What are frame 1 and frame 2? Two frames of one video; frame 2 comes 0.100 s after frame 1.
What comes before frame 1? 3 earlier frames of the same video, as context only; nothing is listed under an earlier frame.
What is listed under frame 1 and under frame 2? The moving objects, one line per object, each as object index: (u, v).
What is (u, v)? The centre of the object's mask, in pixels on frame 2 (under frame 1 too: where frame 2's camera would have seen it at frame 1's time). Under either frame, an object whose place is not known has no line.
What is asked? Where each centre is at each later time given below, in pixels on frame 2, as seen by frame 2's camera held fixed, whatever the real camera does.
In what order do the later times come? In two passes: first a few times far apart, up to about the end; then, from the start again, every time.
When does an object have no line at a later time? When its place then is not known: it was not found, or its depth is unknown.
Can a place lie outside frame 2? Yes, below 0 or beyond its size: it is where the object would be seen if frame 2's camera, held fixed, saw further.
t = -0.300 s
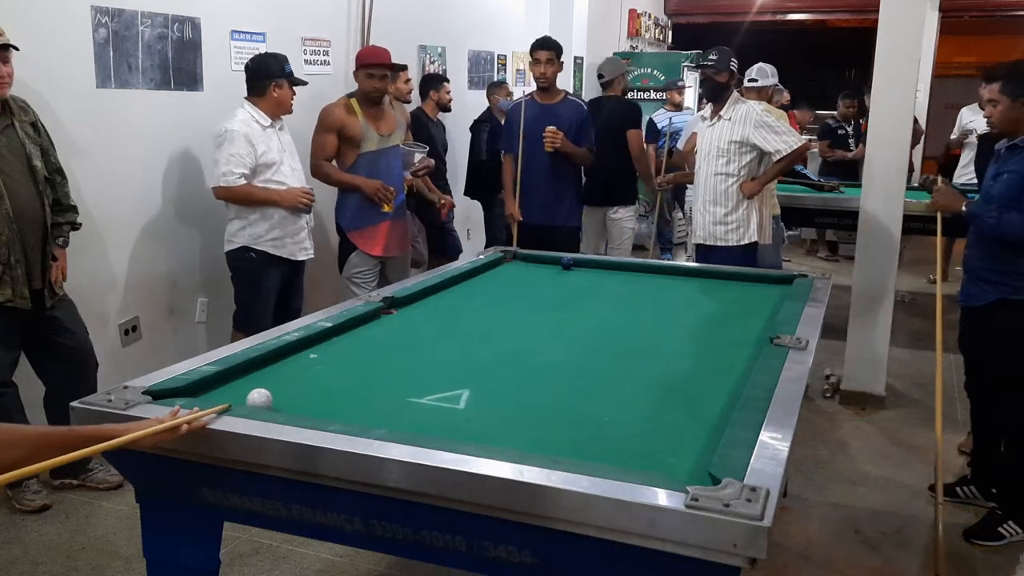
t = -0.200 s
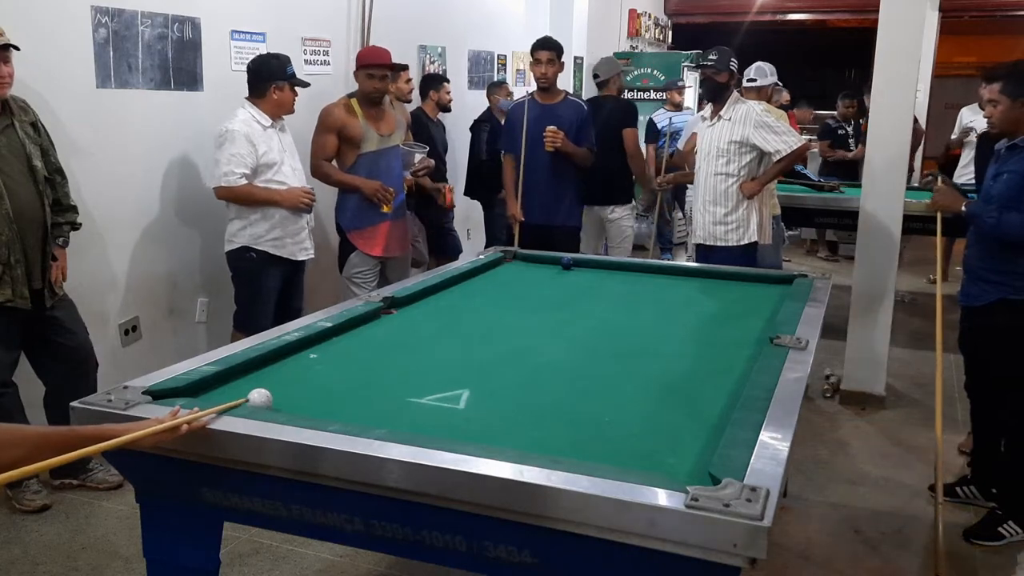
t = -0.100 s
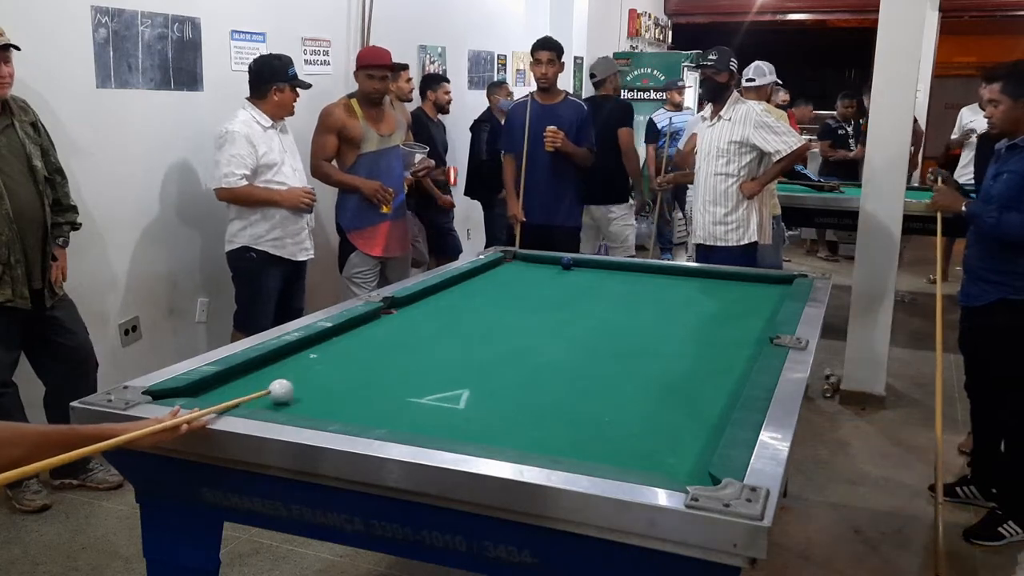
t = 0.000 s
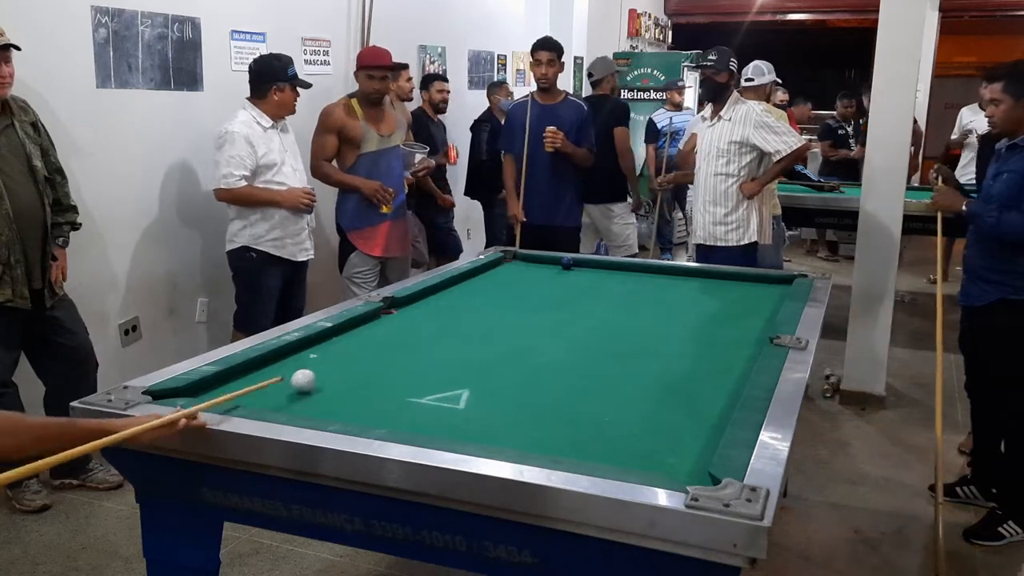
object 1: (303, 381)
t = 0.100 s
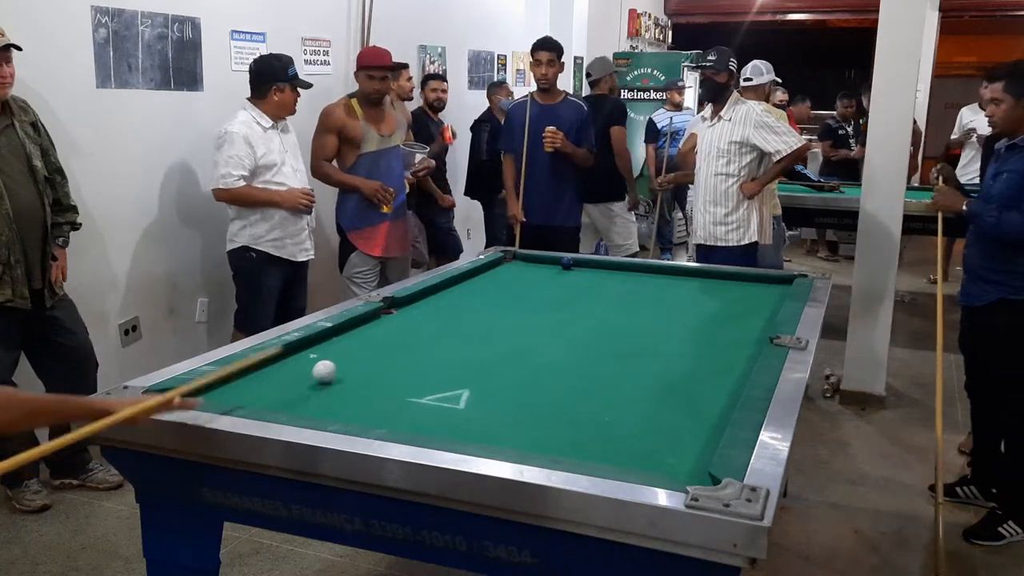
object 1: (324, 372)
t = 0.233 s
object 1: (350, 360)
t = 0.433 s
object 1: (384, 345)
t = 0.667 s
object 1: (417, 330)
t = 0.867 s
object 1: (441, 319)
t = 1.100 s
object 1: (467, 309)
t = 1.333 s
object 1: (489, 298)
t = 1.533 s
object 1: (505, 291)
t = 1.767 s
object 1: (523, 283)
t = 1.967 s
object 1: (536, 277)
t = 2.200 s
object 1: (549, 271)
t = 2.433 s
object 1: (562, 265)
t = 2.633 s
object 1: (568, 263)
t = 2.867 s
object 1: (574, 265)
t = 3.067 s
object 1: (578, 265)
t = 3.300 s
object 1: (582, 265)
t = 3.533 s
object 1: (584, 265)
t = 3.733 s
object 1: (584, 266)
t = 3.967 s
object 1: (584, 266)
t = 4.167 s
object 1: (584, 266)
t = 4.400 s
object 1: (584, 266)
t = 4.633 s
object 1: (584, 266)
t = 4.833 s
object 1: (584, 266)
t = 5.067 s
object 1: (584, 266)
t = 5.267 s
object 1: (584, 266)
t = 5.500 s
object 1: (584, 265)
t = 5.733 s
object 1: (584, 266)
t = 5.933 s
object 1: (584, 266)
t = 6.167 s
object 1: (584, 266)
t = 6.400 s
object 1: (584, 265)
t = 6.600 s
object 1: (584, 266)
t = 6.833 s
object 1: (584, 266)
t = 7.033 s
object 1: (584, 265)
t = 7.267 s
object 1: (584, 266)
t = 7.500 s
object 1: (584, 265)
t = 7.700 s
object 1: (584, 265)
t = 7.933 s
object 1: (584, 265)
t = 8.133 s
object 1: (584, 265)
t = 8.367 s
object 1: (584, 265)
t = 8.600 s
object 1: (584, 266)
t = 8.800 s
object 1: (584, 266)
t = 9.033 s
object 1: (584, 266)
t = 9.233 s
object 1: (584, 266)
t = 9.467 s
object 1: (584, 266)
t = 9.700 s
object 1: (584, 266)
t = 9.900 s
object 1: (584, 266)
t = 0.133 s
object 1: (331, 369)
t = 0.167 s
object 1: (337, 366)
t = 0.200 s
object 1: (344, 363)
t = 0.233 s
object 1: (350, 360)
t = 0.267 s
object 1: (356, 357)
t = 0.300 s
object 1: (362, 355)
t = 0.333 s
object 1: (367, 352)
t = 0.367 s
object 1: (373, 350)
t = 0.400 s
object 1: (378, 348)
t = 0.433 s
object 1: (384, 345)
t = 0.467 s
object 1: (389, 343)
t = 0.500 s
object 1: (394, 341)
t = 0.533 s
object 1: (398, 339)
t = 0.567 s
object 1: (403, 336)
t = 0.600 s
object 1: (408, 334)
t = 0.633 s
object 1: (412, 333)
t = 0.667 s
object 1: (417, 330)
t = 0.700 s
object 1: (422, 328)
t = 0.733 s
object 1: (425, 327)
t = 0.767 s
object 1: (430, 325)
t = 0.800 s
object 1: (434, 323)
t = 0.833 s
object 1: (438, 321)
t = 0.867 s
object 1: (441, 319)
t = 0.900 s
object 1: (445, 317)
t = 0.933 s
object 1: (449, 315)
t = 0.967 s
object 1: (453, 314)
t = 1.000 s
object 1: (457, 313)
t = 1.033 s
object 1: (460, 311)
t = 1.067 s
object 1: (464, 310)
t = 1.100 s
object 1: (467, 309)
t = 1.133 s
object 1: (471, 307)
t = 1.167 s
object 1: (474, 305)
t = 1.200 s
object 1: (477, 304)
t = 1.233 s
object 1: (480, 302)
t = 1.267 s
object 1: (483, 301)
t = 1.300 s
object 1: (486, 300)
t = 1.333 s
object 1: (489, 298)
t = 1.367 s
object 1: (492, 297)
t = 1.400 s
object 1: (495, 296)
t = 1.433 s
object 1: (498, 295)
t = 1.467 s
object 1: (501, 293)
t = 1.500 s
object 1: (503, 292)
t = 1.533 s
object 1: (505, 291)
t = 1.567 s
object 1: (508, 290)
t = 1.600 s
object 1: (511, 289)
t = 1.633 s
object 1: (513, 288)
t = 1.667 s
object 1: (516, 287)
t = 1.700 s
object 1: (518, 286)
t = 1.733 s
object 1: (521, 285)
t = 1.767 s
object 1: (523, 283)
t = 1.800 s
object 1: (525, 282)
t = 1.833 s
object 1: (527, 281)
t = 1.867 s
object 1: (529, 280)
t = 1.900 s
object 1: (532, 279)
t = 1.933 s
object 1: (534, 278)
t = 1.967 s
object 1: (536, 277)
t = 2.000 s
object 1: (538, 277)
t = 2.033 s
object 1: (540, 276)
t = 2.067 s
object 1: (542, 275)
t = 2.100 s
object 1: (543, 274)
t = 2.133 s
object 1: (545, 273)
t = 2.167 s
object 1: (547, 272)
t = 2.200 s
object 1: (549, 271)
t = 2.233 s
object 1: (551, 270)
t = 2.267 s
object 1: (553, 269)
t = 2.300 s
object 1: (555, 269)
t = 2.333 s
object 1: (557, 268)
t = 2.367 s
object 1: (559, 267)
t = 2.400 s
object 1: (560, 266)
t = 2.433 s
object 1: (562, 265)
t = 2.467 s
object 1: (563, 265)
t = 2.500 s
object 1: (565, 264)
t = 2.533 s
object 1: (565, 264)
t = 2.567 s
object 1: (566, 264)
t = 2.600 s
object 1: (567, 264)
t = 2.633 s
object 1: (568, 263)
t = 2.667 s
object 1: (569, 263)
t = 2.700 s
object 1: (570, 263)
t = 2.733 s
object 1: (571, 264)
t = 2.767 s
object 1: (572, 264)
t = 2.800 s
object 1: (572, 264)
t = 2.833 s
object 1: (573, 264)
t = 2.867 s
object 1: (574, 265)
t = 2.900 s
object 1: (575, 265)
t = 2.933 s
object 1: (576, 265)
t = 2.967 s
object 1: (576, 265)
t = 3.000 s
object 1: (577, 265)
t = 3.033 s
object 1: (578, 265)
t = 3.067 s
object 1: (578, 265)
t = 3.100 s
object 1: (579, 265)
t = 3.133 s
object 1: (579, 265)
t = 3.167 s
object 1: (580, 265)
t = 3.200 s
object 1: (580, 265)
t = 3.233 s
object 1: (581, 265)
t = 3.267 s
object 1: (581, 265)
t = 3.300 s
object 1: (582, 265)
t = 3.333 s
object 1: (582, 265)
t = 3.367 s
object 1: (582, 265)
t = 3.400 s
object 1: (583, 265)
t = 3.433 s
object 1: (583, 265)
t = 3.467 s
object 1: (583, 266)
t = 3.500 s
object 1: (583, 265)
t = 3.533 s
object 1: (584, 265)
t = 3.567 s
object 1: (584, 265)
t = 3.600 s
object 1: (584, 265)
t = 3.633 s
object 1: (584, 266)
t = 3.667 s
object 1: (584, 266)
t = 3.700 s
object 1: (584, 266)
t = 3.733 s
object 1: (584, 266)
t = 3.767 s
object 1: (584, 266)
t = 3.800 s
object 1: (584, 266)
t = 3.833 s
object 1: (584, 266)
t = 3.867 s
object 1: (584, 266)
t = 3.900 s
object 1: (584, 266)
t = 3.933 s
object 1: (584, 266)
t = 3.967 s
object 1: (584, 266)
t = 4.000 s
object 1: (584, 266)
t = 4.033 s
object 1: (584, 266)
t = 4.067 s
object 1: (584, 266)
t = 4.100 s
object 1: (584, 266)
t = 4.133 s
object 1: (584, 266)
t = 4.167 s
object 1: (584, 266)
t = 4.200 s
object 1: (584, 266)
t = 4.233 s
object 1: (584, 266)
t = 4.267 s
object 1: (584, 266)
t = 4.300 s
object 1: (584, 266)
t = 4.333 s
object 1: (584, 266)
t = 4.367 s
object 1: (584, 266)
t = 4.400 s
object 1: (584, 266)
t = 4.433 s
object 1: (584, 266)
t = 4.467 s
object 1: (584, 266)
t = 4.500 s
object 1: (584, 266)
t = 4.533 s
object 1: (584, 266)
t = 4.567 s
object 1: (584, 266)
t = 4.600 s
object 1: (584, 266)
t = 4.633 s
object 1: (584, 266)
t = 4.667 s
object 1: (584, 266)
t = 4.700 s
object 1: (584, 266)
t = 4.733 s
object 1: (584, 266)
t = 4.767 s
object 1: (584, 266)
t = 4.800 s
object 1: (584, 266)
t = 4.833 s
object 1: (584, 266)
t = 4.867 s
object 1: (584, 266)
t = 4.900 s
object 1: (584, 266)
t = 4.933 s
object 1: (584, 266)
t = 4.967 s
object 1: (584, 266)
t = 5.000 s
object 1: (584, 266)
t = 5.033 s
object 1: (584, 266)
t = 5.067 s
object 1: (584, 266)
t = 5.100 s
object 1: (584, 266)
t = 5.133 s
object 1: (584, 266)
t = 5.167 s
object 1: (584, 266)
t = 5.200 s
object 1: (584, 266)
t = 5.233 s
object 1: (584, 266)
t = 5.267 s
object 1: (584, 266)
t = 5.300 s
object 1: (584, 266)
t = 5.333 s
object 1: (584, 265)
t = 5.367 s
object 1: (584, 265)
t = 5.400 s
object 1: (584, 265)
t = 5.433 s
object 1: (584, 265)
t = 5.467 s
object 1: (584, 265)
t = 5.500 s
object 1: (584, 265)
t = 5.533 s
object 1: (584, 265)
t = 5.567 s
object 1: (584, 266)
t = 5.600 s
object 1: (584, 266)
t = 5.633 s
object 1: (584, 266)
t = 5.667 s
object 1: (584, 266)
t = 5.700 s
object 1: (584, 266)
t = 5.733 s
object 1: (584, 266)
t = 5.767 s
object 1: (584, 266)
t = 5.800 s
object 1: (584, 266)
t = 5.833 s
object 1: (584, 266)
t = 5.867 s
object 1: (584, 266)
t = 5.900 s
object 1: (584, 265)
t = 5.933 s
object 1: (584, 266)
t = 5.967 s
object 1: (584, 265)
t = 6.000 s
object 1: (584, 266)
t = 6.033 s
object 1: (584, 266)
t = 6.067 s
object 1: (584, 266)
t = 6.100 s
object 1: (584, 266)
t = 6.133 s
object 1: (584, 266)
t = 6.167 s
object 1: (584, 266)
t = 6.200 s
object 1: (584, 266)
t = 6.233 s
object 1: (584, 266)
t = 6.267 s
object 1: (584, 266)
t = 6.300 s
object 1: (584, 266)
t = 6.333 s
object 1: (584, 266)
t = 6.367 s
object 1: (584, 265)
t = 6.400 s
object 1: (584, 265)
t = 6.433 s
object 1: (584, 265)
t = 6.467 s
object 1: (584, 265)
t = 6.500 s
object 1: (584, 265)
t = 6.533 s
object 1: (584, 265)
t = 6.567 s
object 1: (584, 266)
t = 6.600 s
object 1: (584, 266)
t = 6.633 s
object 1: (584, 266)
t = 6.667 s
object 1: (584, 266)
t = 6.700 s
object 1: (584, 266)
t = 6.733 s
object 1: (584, 266)
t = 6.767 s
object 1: (584, 266)
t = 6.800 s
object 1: (584, 266)
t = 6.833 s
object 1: (584, 266)
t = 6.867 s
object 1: (584, 266)
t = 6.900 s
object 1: (584, 266)
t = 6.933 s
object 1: (584, 266)
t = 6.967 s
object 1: (584, 266)
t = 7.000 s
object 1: (584, 266)
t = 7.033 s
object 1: (584, 265)
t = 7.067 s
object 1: (584, 265)
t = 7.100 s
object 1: (584, 265)
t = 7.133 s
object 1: (584, 266)
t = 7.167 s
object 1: (584, 265)
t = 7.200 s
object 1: (584, 266)
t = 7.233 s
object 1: (584, 265)
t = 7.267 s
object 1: (584, 266)
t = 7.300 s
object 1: (584, 265)
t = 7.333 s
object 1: (584, 265)
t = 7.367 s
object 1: (584, 265)
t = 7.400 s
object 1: (584, 265)
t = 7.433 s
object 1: (584, 265)
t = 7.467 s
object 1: (584, 265)
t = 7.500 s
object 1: (584, 265)
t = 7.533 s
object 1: (584, 265)
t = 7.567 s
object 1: (584, 265)
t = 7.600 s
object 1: (584, 265)
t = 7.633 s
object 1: (584, 265)
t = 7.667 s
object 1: (584, 265)
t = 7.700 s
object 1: (584, 265)
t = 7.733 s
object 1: (584, 265)
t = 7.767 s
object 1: (584, 265)
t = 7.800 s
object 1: (584, 265)
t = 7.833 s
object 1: (584, 265)
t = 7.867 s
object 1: (584, 265)
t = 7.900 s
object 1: (584, 266)
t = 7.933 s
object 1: (584, 265)
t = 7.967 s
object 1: (584, 265)
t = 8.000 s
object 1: (584, 265)
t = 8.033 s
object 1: (584, 265)
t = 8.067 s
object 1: (584, 266)
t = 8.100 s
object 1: (584, 266)
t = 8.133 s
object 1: (584, 265)
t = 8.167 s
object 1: (584, 265)
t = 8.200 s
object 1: (584, 265)
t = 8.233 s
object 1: (584, 265)
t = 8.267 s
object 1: (584, 265)
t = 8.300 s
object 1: (584, 265)
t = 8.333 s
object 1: (584, 265)
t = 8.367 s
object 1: (584, 265)
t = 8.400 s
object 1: (584, 265)
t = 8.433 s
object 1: (584, 265)
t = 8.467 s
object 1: (584, 265)
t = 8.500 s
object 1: (584, 265)
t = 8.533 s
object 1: (584, 265)
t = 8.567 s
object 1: (584, 266)
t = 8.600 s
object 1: (584, 266)
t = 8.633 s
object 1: (584, 266)
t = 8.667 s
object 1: (584, 266)
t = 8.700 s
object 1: (584, 266)
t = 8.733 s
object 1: (584, 266)
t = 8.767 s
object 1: (584, 266)
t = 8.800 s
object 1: (584, 266)
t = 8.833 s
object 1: (584, 266)
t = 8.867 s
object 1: (584, 266)
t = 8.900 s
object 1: (584, 266)
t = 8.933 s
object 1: (584, 266)
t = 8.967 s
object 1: (584, 266)
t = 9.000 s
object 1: (584, 266)
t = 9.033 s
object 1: (584, 266)
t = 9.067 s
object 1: (584, 266)
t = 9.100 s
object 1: (584, 266)
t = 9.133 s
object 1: (584, 266)
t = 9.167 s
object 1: (584, 266)
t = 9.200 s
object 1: (584, 266)
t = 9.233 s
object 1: (584, 266)
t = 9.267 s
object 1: (584, 266)
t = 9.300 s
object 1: (584, 266)
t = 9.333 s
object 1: (584, 266)
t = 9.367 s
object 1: (584, 266)
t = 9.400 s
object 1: (584, 266)
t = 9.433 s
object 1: (584, 266)
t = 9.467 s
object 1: (584, 266)
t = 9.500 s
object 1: (584, 266)
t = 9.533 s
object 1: (584, 266)
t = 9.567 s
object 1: (584, 266)
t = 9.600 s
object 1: (584, 266)
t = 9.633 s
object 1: (584, 266)
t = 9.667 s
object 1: (584, 266)
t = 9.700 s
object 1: (584, 266)
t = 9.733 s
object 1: (584, 266)
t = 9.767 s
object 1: (584, 266)
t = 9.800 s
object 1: (584, 266)
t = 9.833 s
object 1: (584, 266)
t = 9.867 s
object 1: (584, 266)
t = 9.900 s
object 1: (584, 266)
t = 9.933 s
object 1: (584, 266)
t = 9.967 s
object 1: (584, 266)
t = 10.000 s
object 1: (584, 266)
